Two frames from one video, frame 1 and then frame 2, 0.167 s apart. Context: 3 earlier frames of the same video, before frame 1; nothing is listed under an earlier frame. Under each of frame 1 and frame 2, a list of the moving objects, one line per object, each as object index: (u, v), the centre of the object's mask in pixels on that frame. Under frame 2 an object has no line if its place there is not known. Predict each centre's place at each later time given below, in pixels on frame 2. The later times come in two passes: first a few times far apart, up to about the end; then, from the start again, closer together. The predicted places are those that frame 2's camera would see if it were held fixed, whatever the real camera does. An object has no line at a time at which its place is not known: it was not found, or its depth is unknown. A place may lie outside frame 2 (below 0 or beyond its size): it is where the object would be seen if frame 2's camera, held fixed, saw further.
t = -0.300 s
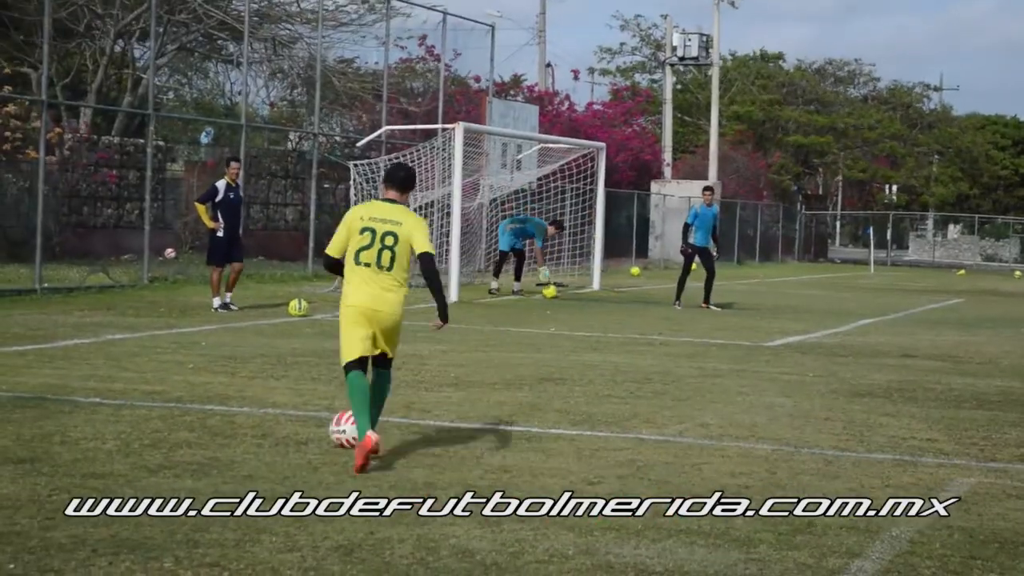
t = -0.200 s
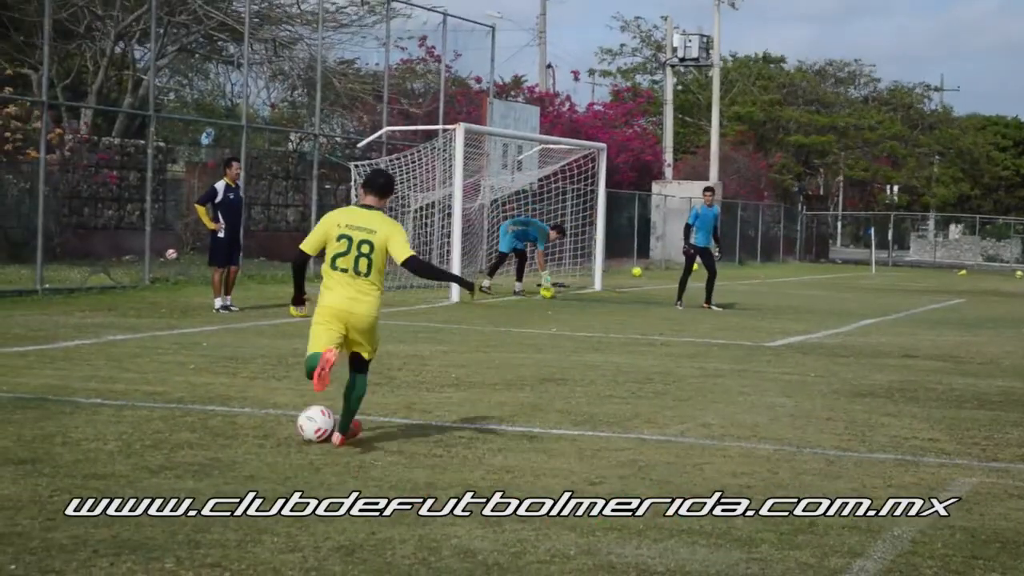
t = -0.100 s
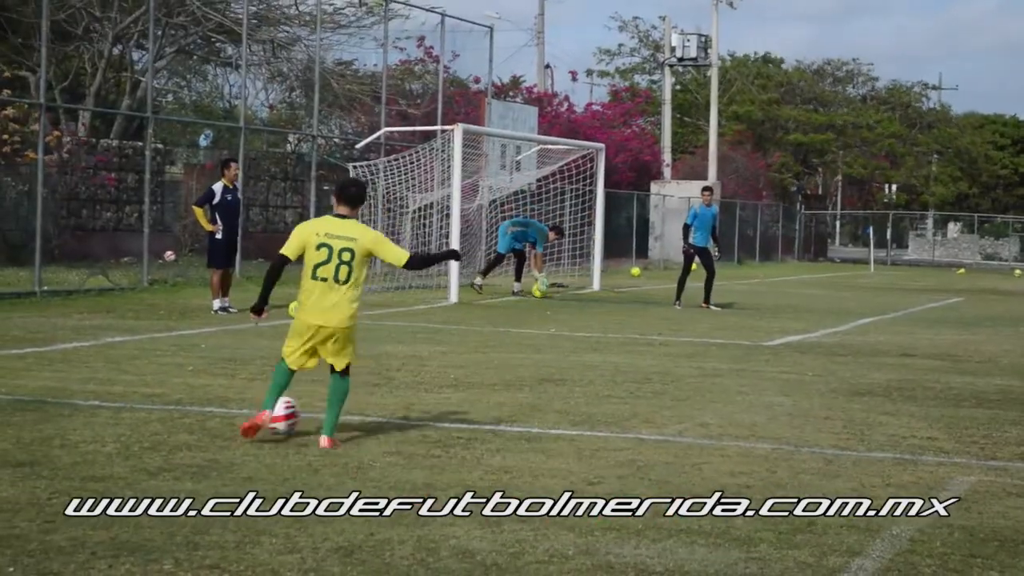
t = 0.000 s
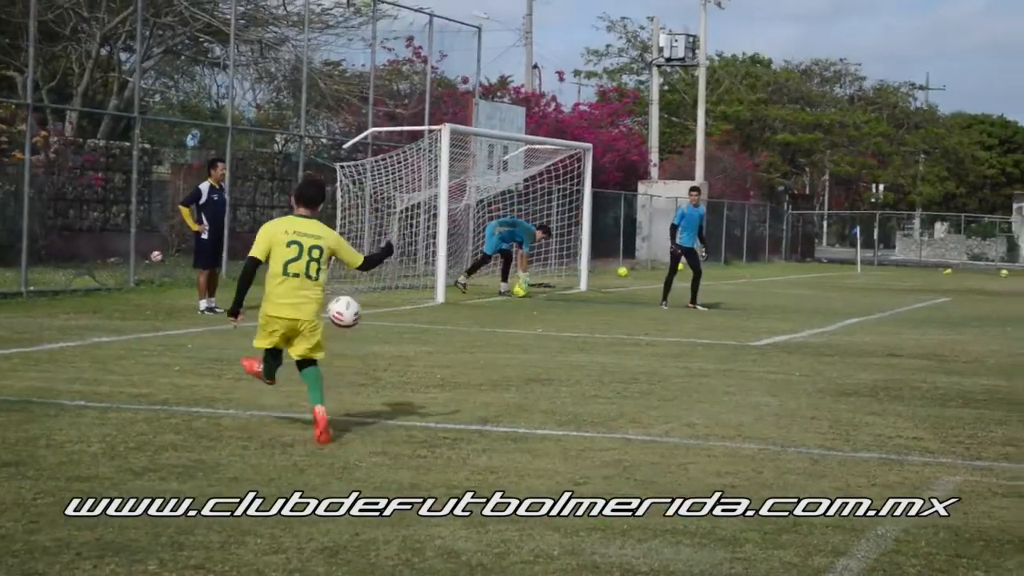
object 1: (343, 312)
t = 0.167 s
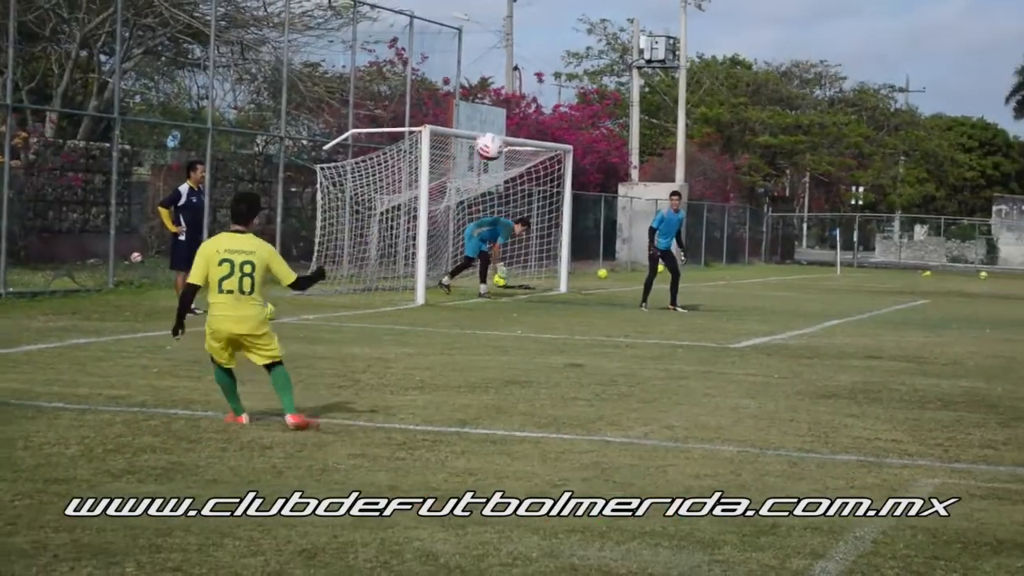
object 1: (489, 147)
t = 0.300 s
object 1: (591, 68)
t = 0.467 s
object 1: (698, 14)
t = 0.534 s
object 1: (736, 3)
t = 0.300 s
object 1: (591, 68)
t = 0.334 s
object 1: (615, 53)
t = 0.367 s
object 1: (637, 40)
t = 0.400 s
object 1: (658, 31)
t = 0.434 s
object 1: (679, 23)
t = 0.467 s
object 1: (698, 14)
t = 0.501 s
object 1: (718, 9)
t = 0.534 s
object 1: (736, 3)
